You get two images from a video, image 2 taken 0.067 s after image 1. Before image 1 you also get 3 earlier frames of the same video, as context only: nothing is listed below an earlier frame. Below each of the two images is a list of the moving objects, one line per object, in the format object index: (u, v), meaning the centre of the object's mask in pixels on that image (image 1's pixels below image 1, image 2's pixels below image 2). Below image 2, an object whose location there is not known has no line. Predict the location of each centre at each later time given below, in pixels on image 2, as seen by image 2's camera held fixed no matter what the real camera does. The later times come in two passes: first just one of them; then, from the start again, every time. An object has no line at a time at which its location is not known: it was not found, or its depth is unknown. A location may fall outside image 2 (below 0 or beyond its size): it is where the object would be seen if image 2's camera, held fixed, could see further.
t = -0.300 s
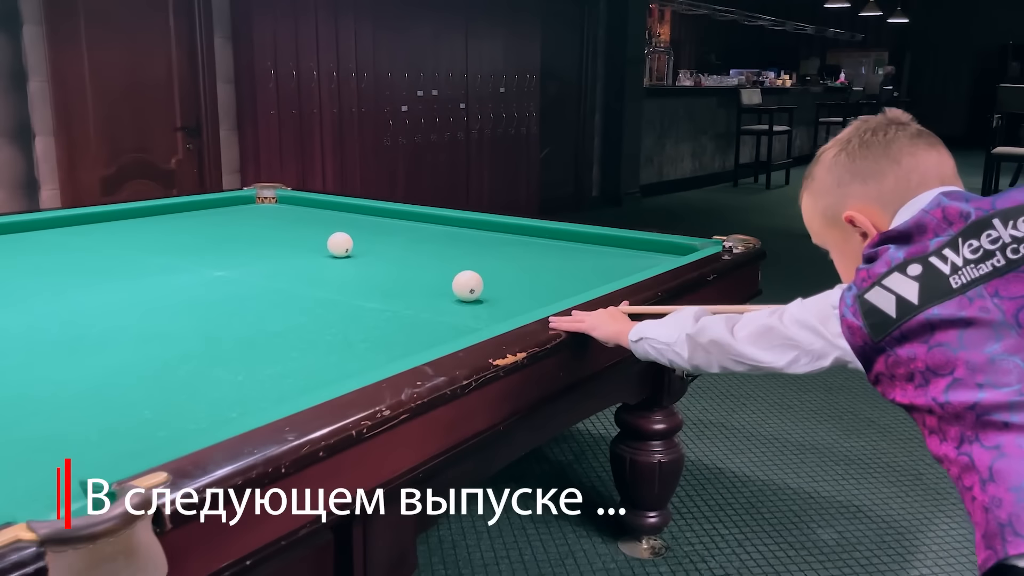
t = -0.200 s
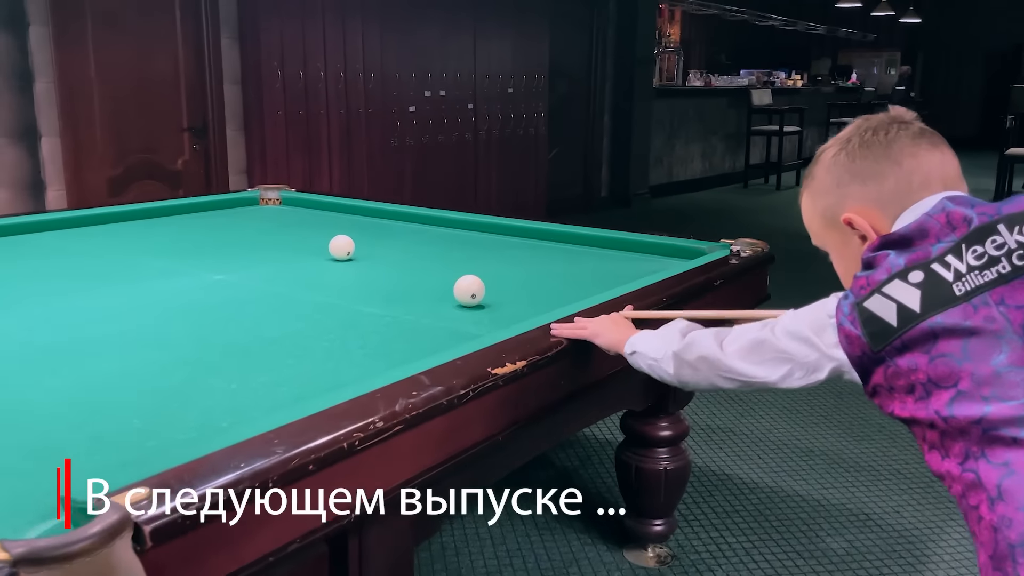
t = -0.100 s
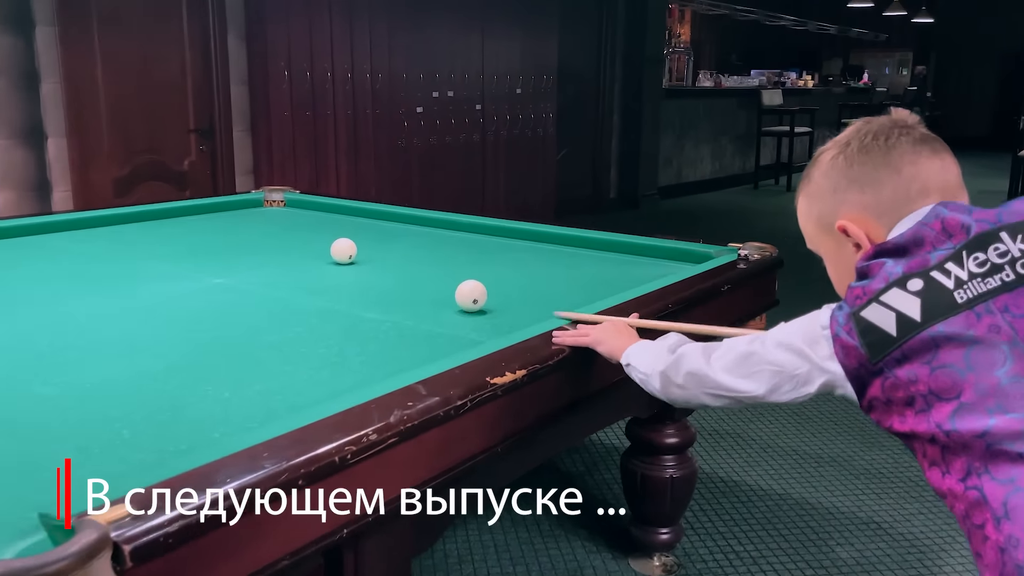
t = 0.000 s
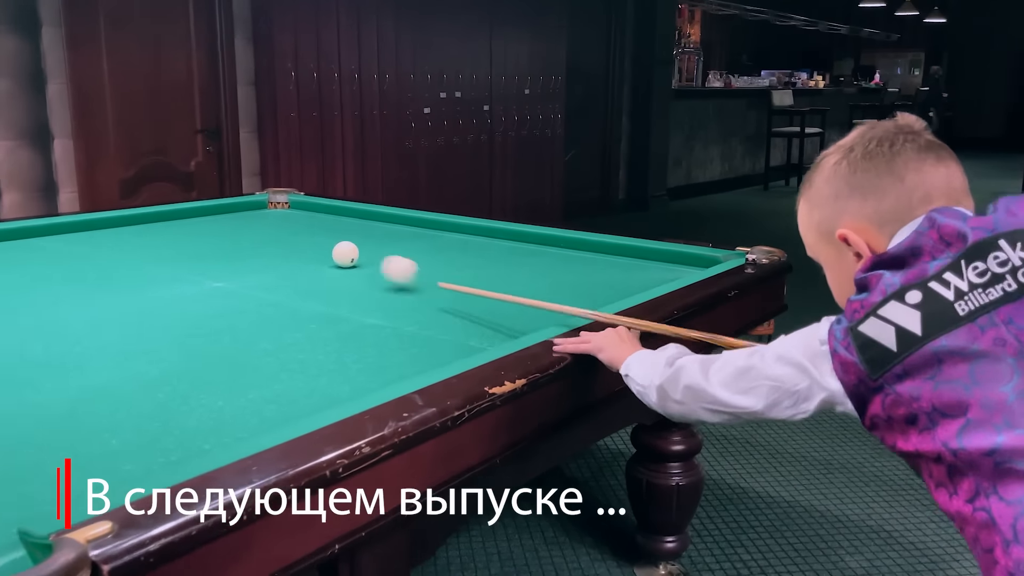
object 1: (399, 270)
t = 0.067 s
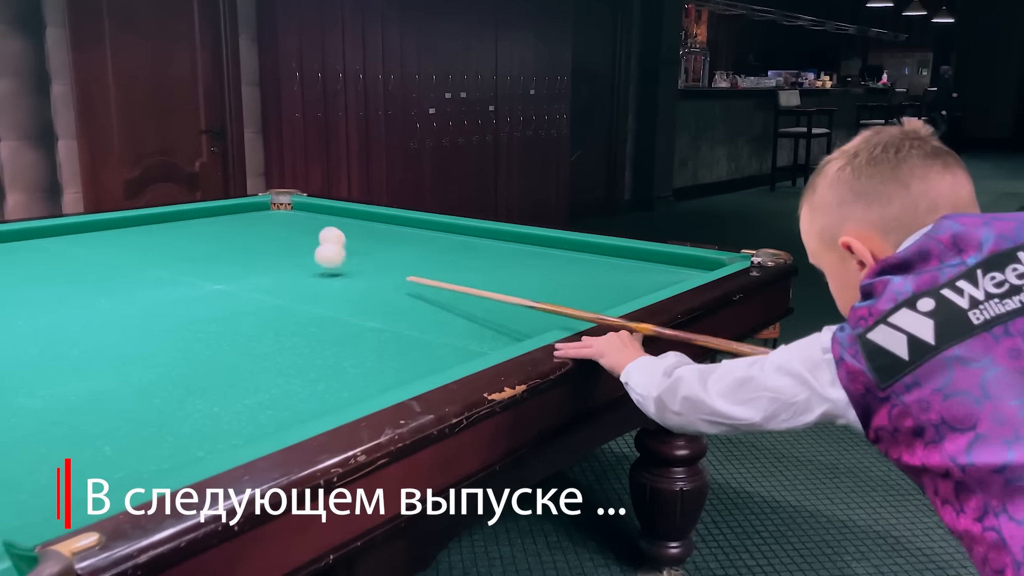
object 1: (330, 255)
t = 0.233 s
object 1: (214, 264)
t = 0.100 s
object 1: (306, 257)
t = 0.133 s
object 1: (282, 263)
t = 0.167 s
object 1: (259, 261)
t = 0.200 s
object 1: (237, 264)
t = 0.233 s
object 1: (214, 264)
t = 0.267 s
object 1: (192, 265)
